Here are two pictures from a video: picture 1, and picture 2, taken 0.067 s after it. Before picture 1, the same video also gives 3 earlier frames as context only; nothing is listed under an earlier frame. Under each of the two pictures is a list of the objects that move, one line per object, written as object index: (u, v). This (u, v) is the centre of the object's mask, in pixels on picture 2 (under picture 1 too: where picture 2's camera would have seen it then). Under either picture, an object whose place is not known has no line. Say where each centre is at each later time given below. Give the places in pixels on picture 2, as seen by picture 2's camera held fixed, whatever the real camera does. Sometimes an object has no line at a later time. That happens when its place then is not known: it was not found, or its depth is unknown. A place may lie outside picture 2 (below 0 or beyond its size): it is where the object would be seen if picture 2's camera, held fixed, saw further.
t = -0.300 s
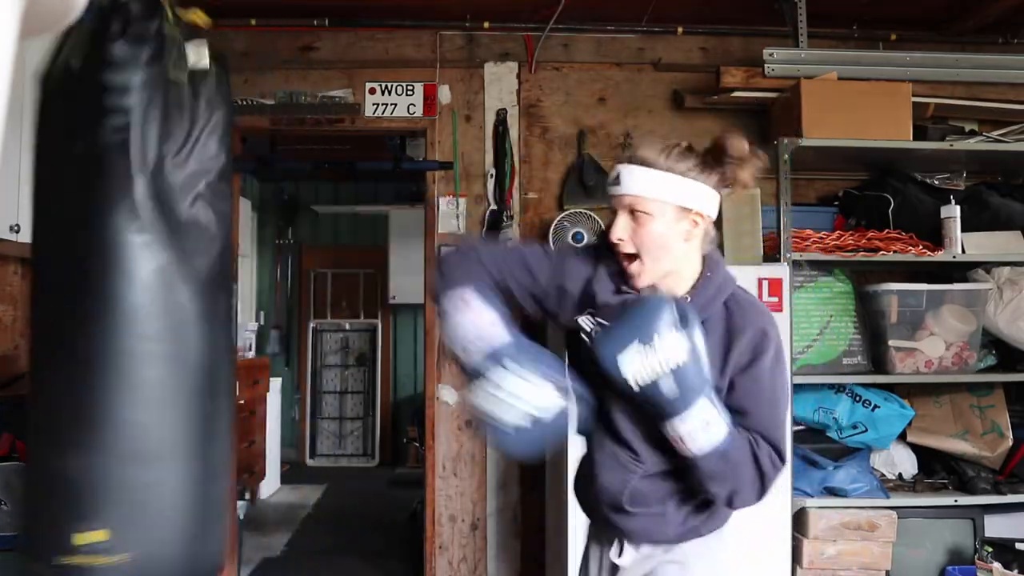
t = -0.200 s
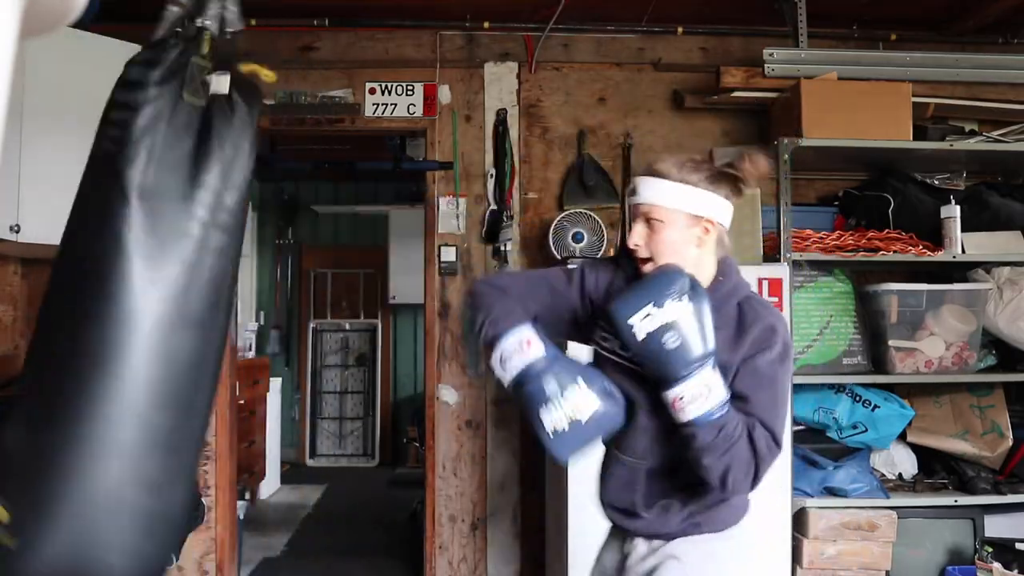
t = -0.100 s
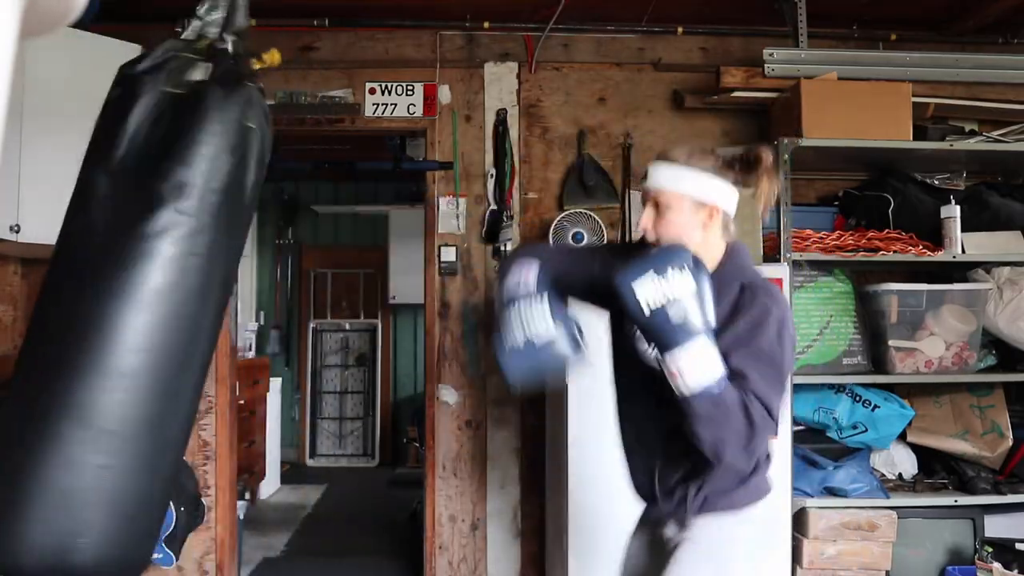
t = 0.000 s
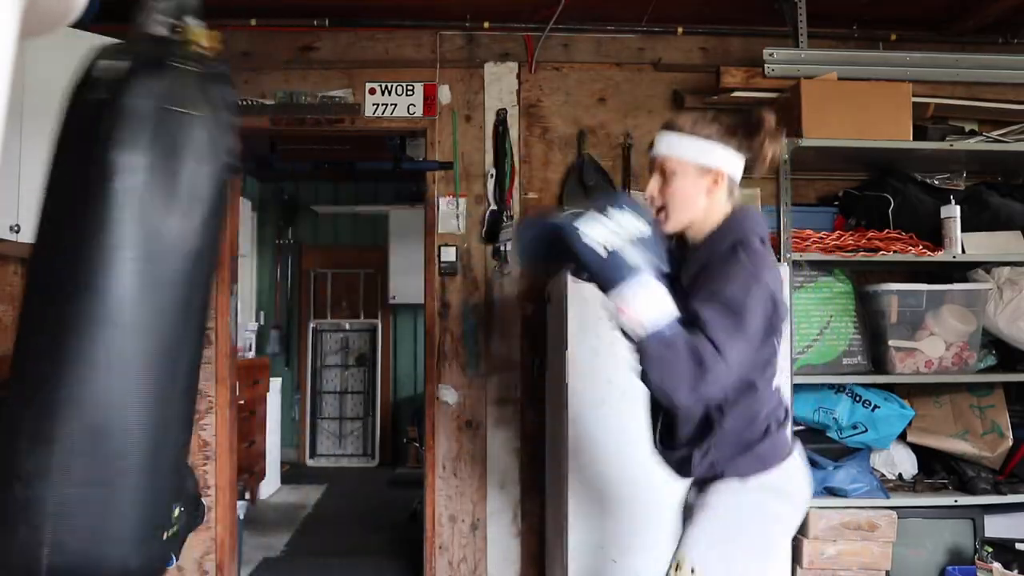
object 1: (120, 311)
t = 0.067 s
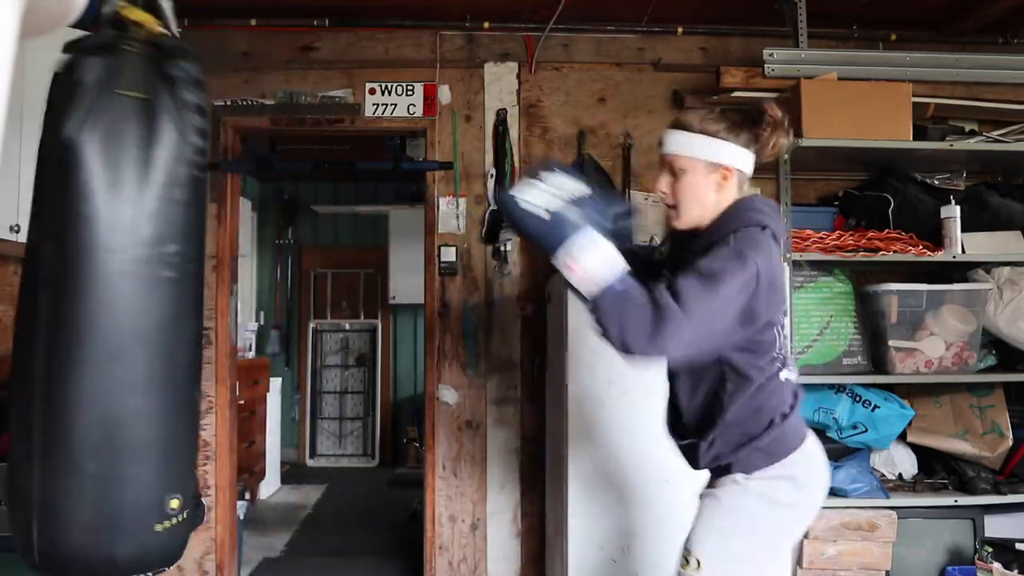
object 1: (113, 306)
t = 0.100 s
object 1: (113, 304)
